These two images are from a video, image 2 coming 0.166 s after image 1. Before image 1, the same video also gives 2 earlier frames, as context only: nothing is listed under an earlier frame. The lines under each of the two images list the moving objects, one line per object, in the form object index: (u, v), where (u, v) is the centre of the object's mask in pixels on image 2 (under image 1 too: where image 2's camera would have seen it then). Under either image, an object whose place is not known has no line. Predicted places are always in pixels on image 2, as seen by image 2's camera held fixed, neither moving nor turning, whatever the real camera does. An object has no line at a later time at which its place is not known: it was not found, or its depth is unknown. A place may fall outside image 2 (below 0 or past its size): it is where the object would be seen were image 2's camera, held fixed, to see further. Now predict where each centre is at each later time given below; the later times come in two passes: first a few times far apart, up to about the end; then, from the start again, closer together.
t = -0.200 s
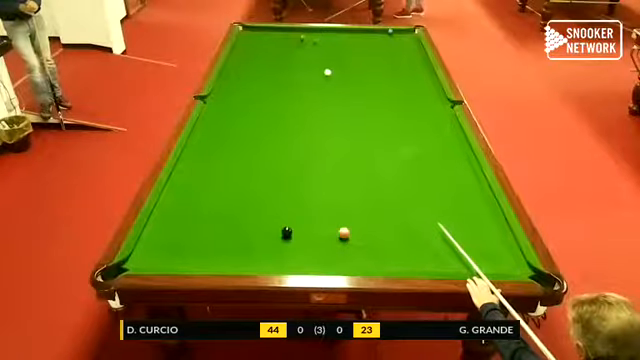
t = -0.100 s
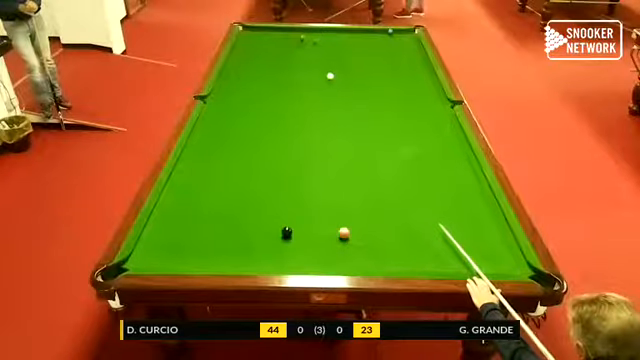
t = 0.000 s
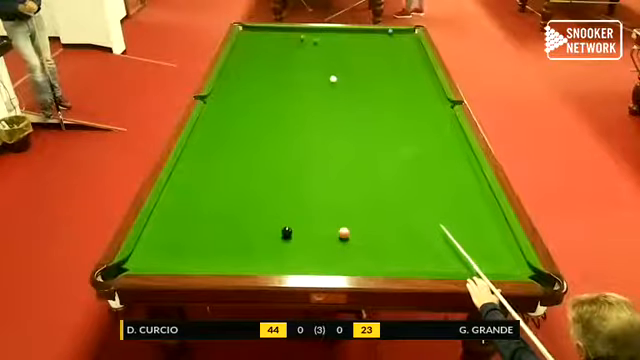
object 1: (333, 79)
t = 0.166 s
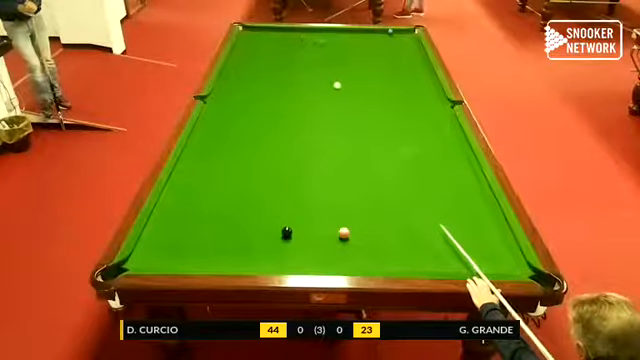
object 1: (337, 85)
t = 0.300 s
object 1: (341, 90)
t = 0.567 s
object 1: (349, 100)
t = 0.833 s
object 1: (357, 111)
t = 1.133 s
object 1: (366, 123)
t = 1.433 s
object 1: (376, 134)
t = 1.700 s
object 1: (385, 146)
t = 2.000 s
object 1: (395, 159)
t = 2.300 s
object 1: (406, 172)
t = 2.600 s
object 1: (416, 186)
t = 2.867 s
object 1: (426, 198)
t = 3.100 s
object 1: (435, 209)
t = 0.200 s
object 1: (338, 86)
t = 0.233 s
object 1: (339, 87)
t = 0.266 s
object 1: (340, 88)
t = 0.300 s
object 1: (341, 90)
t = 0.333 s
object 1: (341, 91)
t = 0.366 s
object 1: (342, 92)
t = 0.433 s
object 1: (344, 94)
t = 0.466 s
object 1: (345, 95)
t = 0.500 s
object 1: (346, 96)
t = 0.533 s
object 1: (347, 98)
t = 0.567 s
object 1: (349, 100)
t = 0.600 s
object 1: (350, 102)
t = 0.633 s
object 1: (351, 103)
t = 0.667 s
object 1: (352, 104)
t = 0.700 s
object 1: (352, 104)
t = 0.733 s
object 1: (354, 107)
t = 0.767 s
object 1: (355, 108)
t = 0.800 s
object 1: (356, 110)
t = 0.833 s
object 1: (357, 111)
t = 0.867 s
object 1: (358, 112)
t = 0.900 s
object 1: (359, 113)
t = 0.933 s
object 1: (360, 114)
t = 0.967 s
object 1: (361, 116)
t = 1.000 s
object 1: (362, 117)
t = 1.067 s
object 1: (364, 120)
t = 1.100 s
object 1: (365, 121)
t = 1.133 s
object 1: (366, 123)
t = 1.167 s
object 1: (367, 123)
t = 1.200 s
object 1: (368, 125)
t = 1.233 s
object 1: (369, 126)
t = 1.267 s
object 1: (370, 128)
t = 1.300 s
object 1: (371, 129)
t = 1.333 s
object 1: (372, 130)
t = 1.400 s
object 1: (374, 133)
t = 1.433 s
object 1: (376, 134)
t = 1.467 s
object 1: (377, 136)
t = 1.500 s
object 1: (378, 137)
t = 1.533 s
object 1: (379, 139)
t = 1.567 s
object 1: (380, 140)
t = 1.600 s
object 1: (381, 142)
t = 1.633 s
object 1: (382, 143)
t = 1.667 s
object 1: (383, 144)
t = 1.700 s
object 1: (385, 146)
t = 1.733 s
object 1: (386, 147)
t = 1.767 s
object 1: (387, 149)
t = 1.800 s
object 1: (388, 150)
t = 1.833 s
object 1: (389, 151)
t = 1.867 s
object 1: (391, 153)
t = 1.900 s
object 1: (391, 154)
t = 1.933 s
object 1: (393, 156)
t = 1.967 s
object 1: (394, 157)
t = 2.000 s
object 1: (395, 159)
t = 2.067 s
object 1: (397, 162)
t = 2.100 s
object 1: (398, 163)
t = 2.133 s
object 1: (399, 165)
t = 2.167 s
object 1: (401, 166)
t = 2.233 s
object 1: (403, 169)
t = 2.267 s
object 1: (404, 171)
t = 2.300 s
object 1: (406, 172)
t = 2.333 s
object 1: (407, 174)
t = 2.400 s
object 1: (409, 177)
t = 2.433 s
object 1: (410, 178)
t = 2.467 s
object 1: (412, 180)
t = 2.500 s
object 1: (413, 181)
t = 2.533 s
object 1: (414, 182)
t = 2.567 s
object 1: (415, 184)
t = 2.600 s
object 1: (416, 186)
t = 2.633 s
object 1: (417, 187)
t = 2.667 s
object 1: (419, 189)
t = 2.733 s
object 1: (421, 192)
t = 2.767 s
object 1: (422, 193)
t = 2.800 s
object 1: (423, 195)
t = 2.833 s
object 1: (425, 197)
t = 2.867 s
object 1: (426, 198)
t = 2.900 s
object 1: (427, 199)
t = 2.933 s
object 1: (429, 201)
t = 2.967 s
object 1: (430, 203)
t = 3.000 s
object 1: (431, 204)
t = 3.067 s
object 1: (434, 207)
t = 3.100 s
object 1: (435, 209)
